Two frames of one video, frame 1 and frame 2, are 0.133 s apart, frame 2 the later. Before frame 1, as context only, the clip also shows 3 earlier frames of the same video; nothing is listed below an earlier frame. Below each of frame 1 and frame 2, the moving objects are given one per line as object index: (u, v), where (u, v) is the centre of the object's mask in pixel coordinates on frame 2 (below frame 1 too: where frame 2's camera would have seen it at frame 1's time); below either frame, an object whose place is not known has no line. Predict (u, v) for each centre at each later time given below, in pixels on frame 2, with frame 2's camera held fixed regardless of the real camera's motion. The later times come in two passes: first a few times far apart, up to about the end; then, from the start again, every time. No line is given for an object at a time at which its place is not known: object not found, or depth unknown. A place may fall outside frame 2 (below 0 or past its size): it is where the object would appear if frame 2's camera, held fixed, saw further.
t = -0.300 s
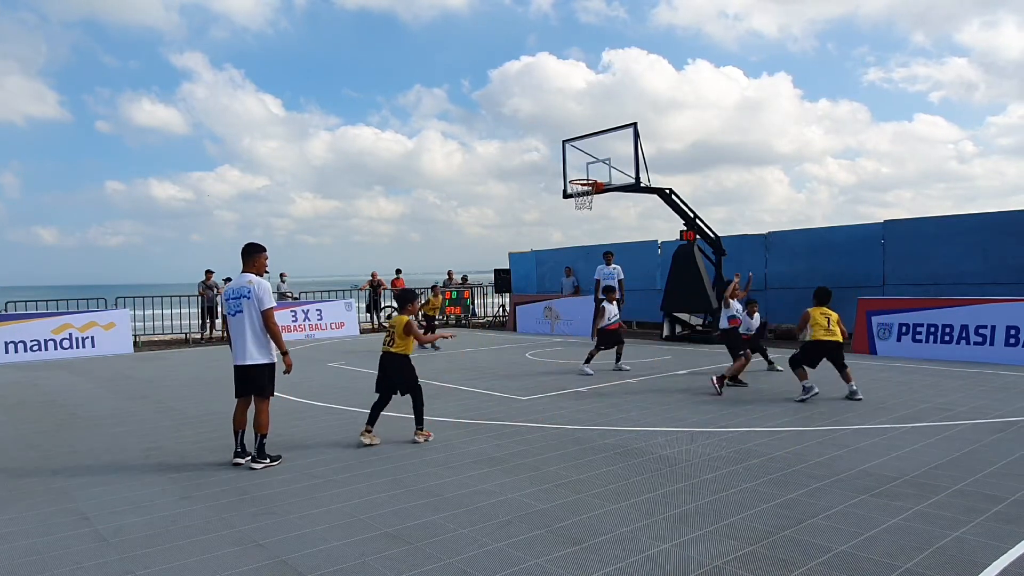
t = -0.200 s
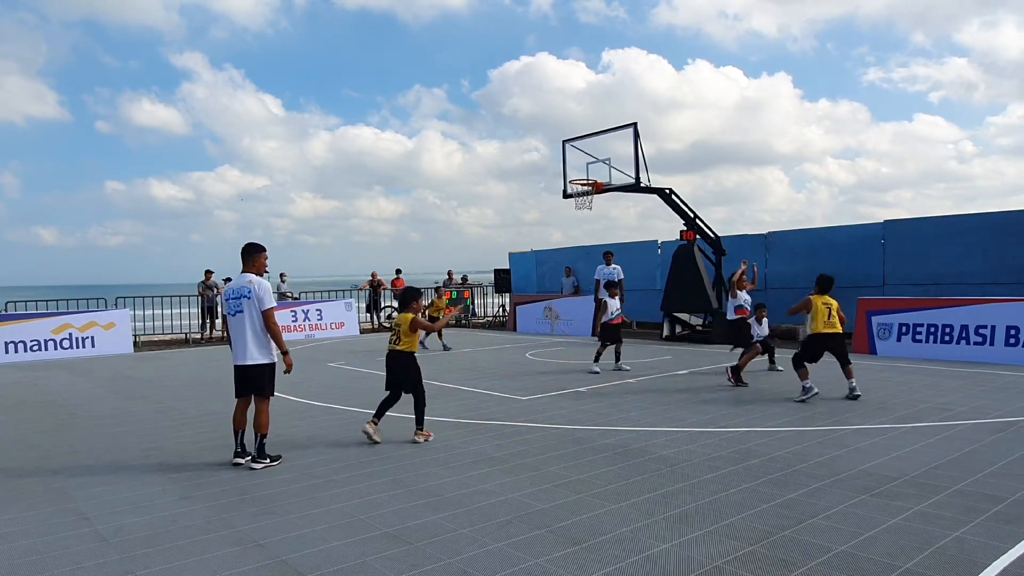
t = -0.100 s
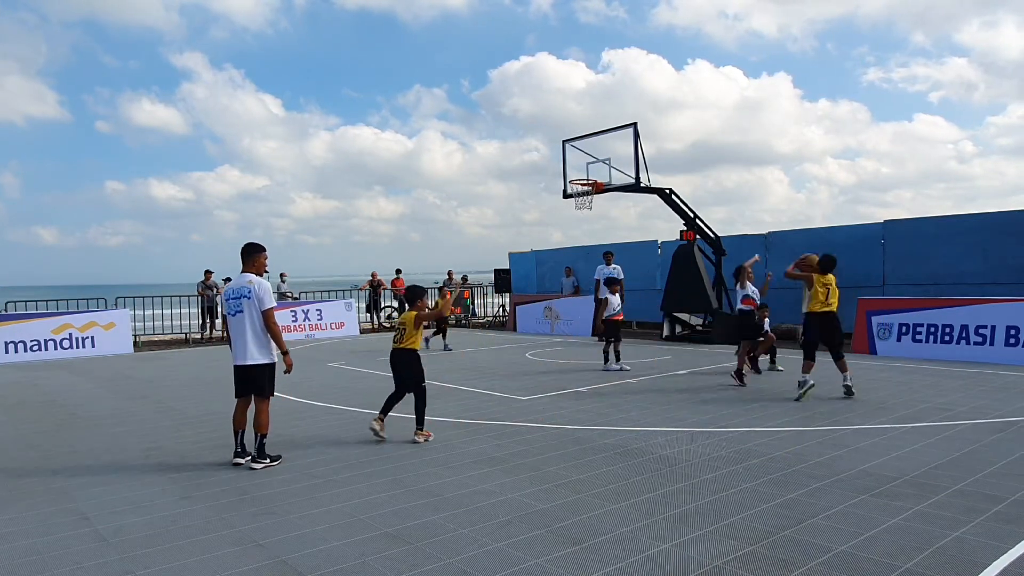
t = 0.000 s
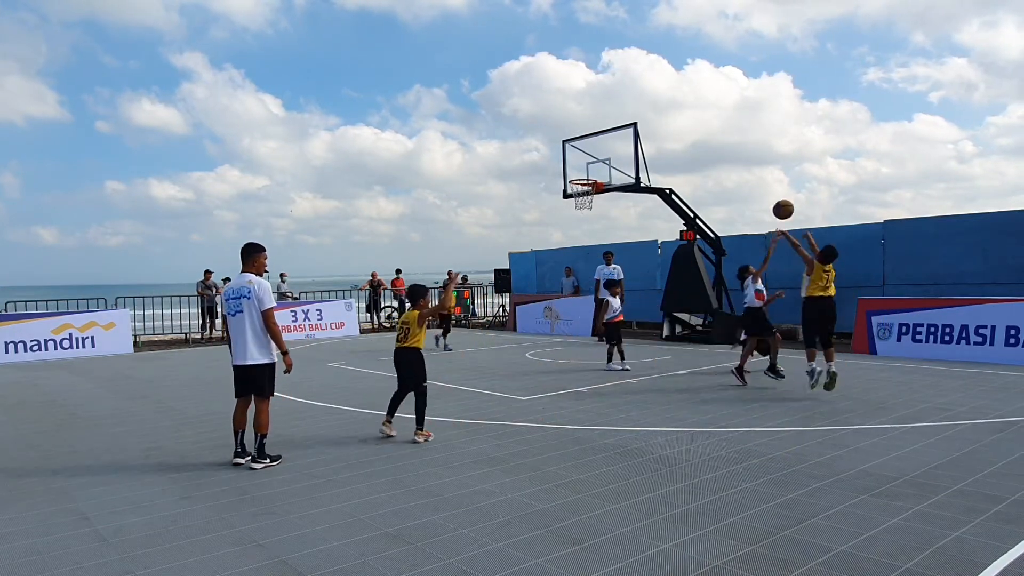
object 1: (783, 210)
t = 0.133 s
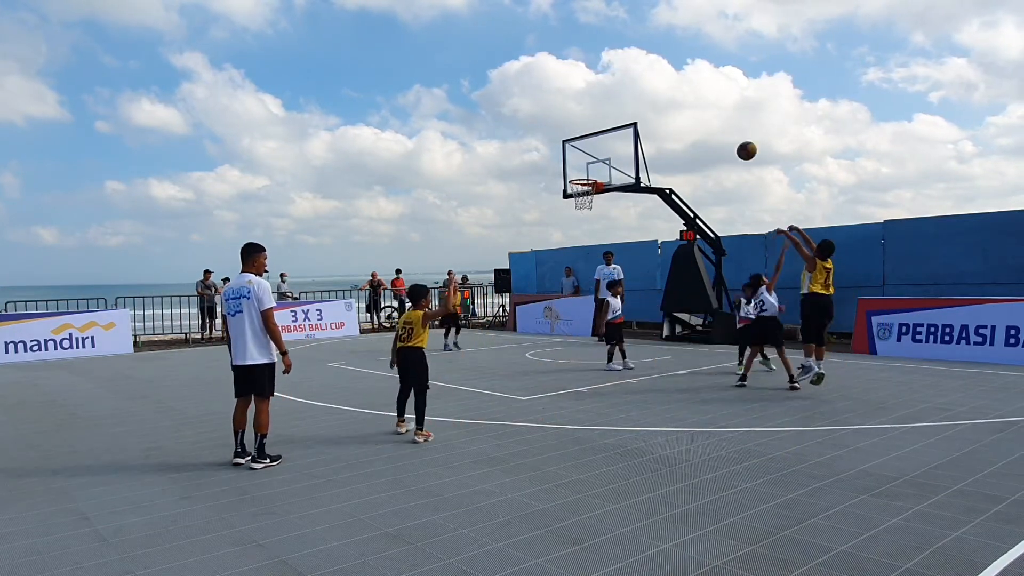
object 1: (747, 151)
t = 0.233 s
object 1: (722, 120)
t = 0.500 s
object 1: (668, 82)
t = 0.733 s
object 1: (630, 91)
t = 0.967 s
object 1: (599, 130)
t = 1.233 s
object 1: (567, 191)
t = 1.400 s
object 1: (548, 230)
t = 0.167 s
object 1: (738, 139)
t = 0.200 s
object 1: (730, 129)
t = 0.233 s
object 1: (722, 120)
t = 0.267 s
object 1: (715, 112)
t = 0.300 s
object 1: (707, 104)
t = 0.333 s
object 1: (700, 98)
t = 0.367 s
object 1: (694, 93)
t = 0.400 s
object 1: (687, 89)
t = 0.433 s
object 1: (680, 86)
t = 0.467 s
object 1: (674, 84)
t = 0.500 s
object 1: (668, 82)
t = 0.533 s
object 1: (662, 81)
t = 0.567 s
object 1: (656, 81)
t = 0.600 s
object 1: (651, 82)
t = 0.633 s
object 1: (645, 83)
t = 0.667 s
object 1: (640, 85)
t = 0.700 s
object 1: (635, 88)
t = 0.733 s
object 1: (630, 91)
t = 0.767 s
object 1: (625, 95)
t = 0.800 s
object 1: (621, 100)
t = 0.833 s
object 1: (616, 105)
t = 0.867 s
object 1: (611, 110)
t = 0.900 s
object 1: (607, 116)
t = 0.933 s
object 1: (603, 123)
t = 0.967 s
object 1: (599, 130)
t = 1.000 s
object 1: (595, 138)
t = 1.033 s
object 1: (591, 146)
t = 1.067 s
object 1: (588, 155)
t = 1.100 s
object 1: (584, 164)
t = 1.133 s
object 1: (580, 172)
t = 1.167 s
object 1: (576, 176)
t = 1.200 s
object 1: (572, 183)
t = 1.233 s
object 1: (567, 191)
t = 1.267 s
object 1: (564, 197)
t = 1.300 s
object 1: (560, 204)
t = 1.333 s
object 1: (556, 212)
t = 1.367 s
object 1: (552, 221)
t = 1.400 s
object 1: (548, 230)
